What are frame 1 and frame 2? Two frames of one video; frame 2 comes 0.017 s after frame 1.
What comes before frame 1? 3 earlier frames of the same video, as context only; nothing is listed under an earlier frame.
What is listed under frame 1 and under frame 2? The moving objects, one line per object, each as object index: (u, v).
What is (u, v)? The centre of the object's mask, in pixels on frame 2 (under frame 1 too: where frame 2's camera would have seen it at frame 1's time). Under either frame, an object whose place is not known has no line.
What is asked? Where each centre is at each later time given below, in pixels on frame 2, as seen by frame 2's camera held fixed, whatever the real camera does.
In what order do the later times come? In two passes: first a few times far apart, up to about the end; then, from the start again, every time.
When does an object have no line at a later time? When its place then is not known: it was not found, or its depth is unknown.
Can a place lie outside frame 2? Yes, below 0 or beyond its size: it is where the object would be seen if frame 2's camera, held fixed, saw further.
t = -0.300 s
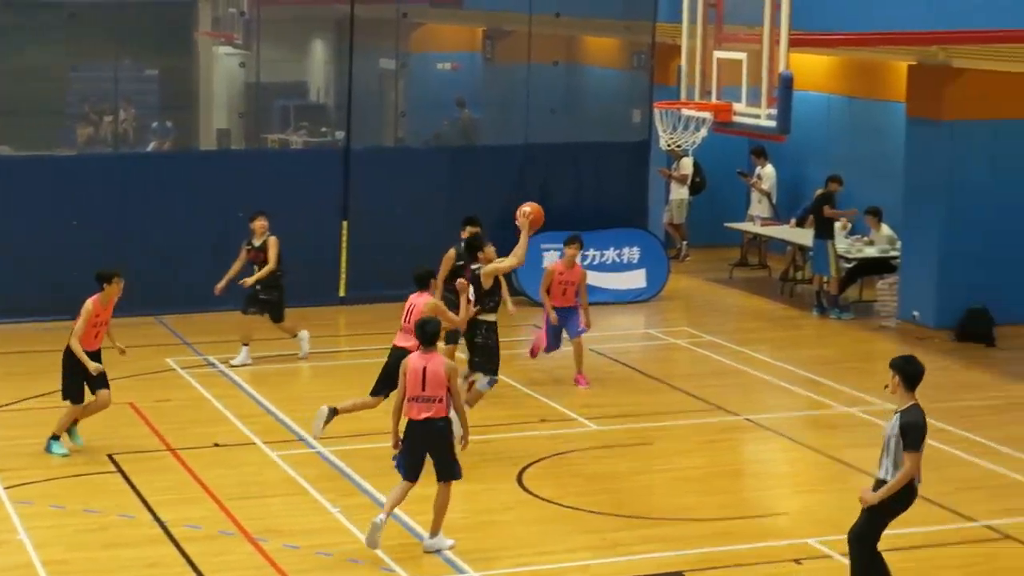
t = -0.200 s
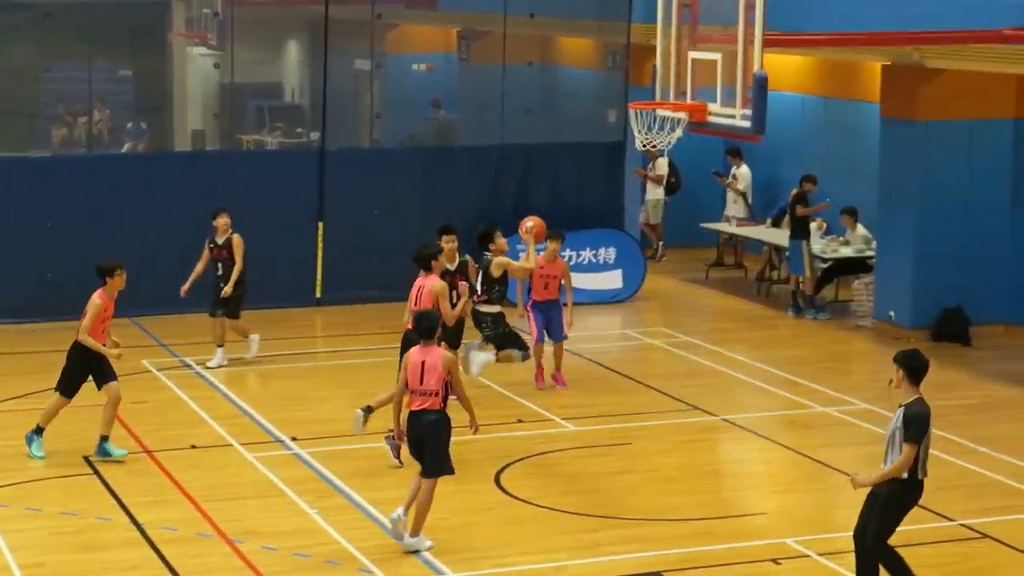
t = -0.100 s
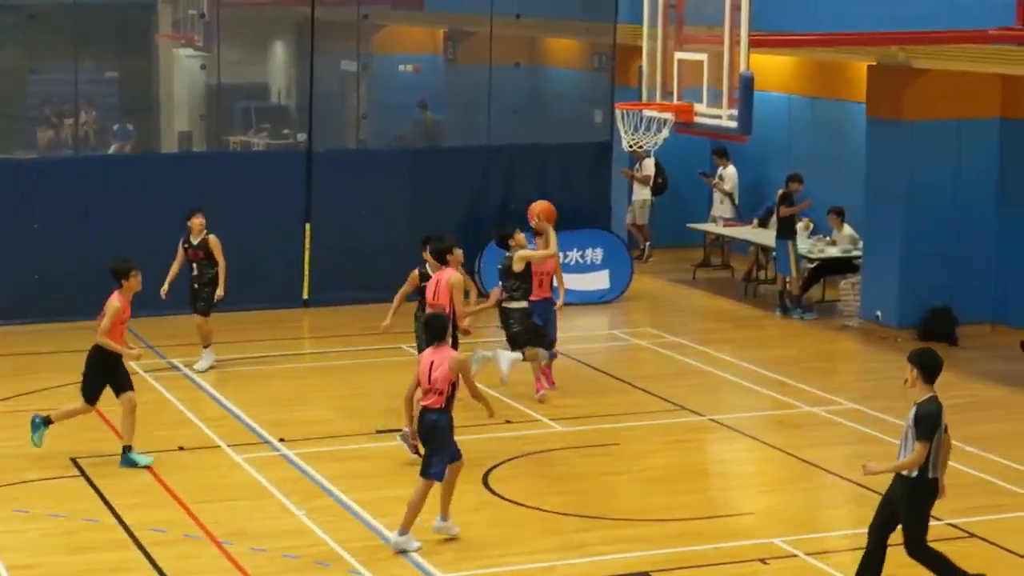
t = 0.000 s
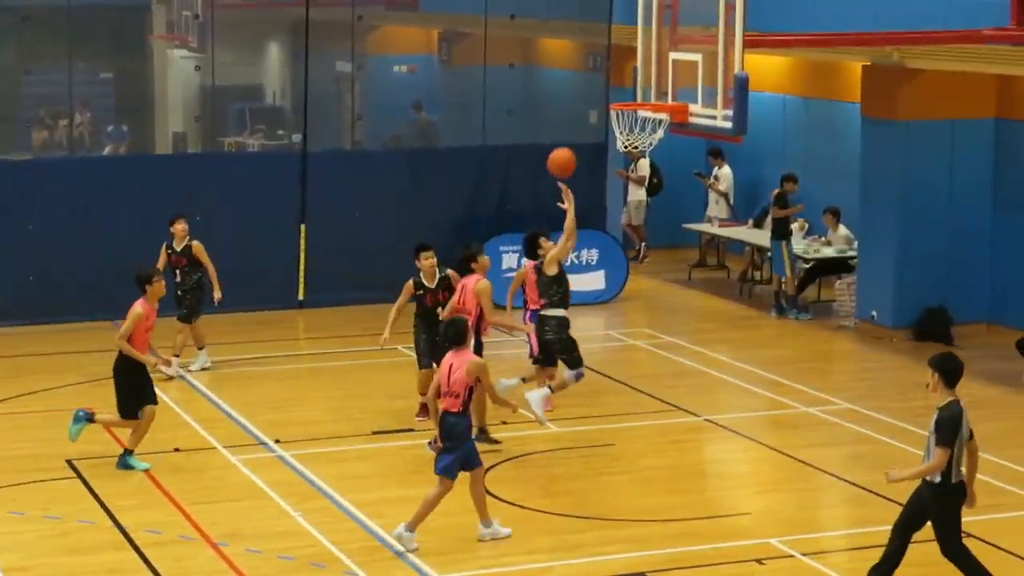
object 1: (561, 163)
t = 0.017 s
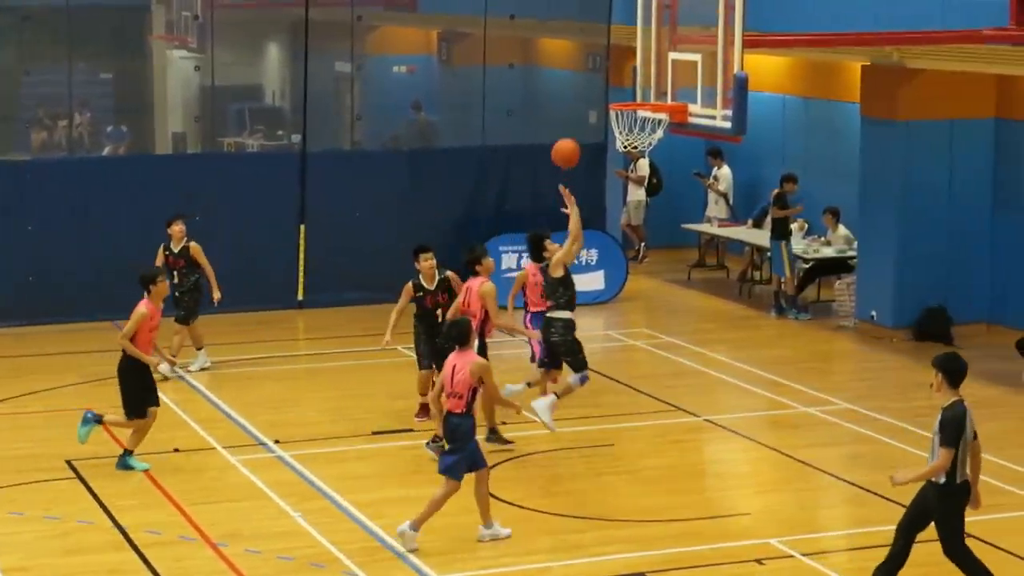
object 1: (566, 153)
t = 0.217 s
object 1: (619, 67)
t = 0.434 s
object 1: (638, 37)
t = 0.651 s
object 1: (608, 81)
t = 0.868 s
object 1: (566, 108)
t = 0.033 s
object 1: (570, 144)
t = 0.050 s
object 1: (575, 135)
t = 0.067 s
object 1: (579, 127)
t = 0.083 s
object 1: (584, 119)
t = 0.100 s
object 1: (588, 111)
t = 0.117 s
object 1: (593, 104)
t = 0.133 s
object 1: (597, 97)
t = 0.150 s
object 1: (602, 90)
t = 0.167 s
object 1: (606, 83)
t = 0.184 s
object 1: (611, 77)
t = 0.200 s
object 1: (616, 71)
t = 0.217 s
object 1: (619, 67)
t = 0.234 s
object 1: (624, 61)
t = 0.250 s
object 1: (629, 55)
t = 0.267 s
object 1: (633, 51)
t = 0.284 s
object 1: (638, 47)
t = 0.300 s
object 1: (643, 42)
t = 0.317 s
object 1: (647, 39)
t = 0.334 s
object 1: (650, 36)
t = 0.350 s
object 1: (649, 35)
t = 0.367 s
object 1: (647, 35)
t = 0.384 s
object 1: (645, 35)
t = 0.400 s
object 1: (643, 36)
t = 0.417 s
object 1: (640, 36)
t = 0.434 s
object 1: (638, 37)
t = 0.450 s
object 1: (636, 38)
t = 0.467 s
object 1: (634, 39)
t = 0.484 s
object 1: (631, 42)
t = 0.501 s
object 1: (629, 44)
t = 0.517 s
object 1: (626, 46)
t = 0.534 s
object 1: (624, 49)
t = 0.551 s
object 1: (622, 53)
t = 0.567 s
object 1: (620, 56)
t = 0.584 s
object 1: (617, 60)
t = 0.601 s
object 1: (615, 65)
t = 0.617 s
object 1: (613, 70)
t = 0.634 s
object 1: (610, 75)
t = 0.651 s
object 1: (608, 81)
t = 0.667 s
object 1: (605, 87)
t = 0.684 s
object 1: (603, 92)
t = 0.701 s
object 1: (600, 93)
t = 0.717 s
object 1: (597, 94)
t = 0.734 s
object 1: (594, 94)
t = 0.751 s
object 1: (590, 94)
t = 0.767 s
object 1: (587, 95)
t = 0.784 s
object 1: (583, 97)
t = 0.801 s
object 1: (580, 98)
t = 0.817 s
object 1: (576, 100)
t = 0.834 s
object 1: (573, 103)
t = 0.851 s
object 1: (570, 105)
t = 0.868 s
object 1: (566, 108)
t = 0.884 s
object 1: (563, 112)
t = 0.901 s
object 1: (560, 116)
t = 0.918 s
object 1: (556, 120)
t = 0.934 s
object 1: (553, 124)
